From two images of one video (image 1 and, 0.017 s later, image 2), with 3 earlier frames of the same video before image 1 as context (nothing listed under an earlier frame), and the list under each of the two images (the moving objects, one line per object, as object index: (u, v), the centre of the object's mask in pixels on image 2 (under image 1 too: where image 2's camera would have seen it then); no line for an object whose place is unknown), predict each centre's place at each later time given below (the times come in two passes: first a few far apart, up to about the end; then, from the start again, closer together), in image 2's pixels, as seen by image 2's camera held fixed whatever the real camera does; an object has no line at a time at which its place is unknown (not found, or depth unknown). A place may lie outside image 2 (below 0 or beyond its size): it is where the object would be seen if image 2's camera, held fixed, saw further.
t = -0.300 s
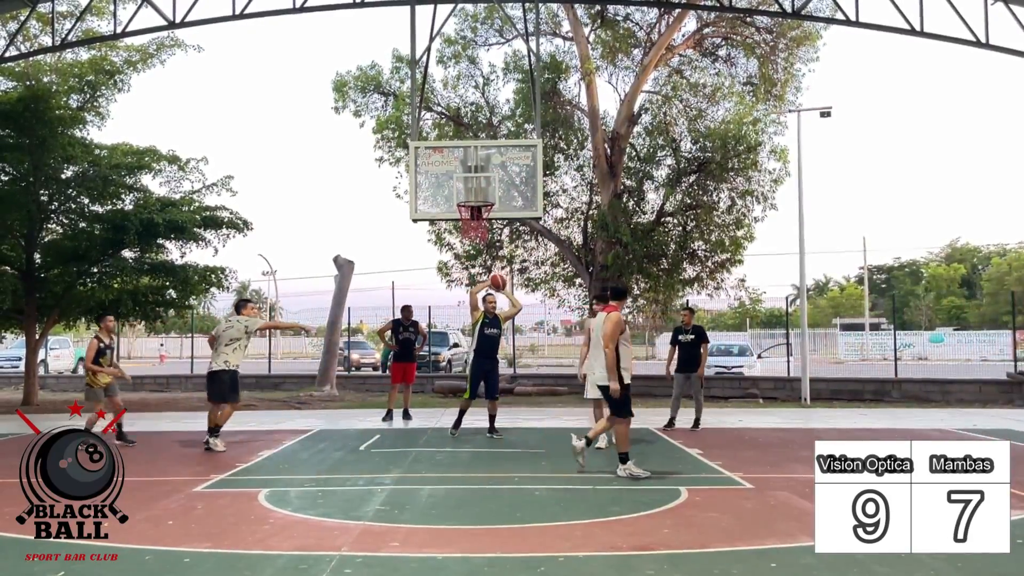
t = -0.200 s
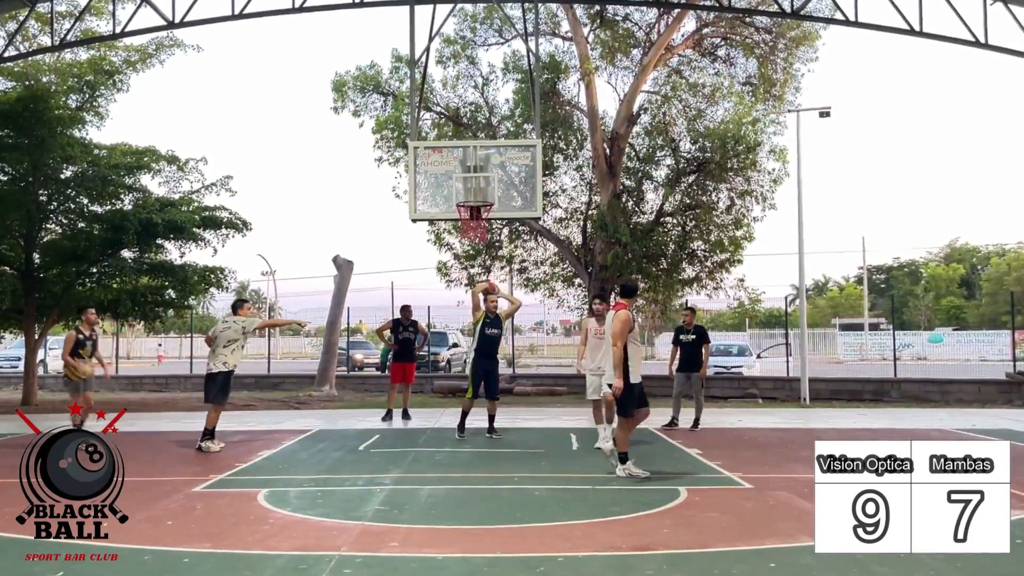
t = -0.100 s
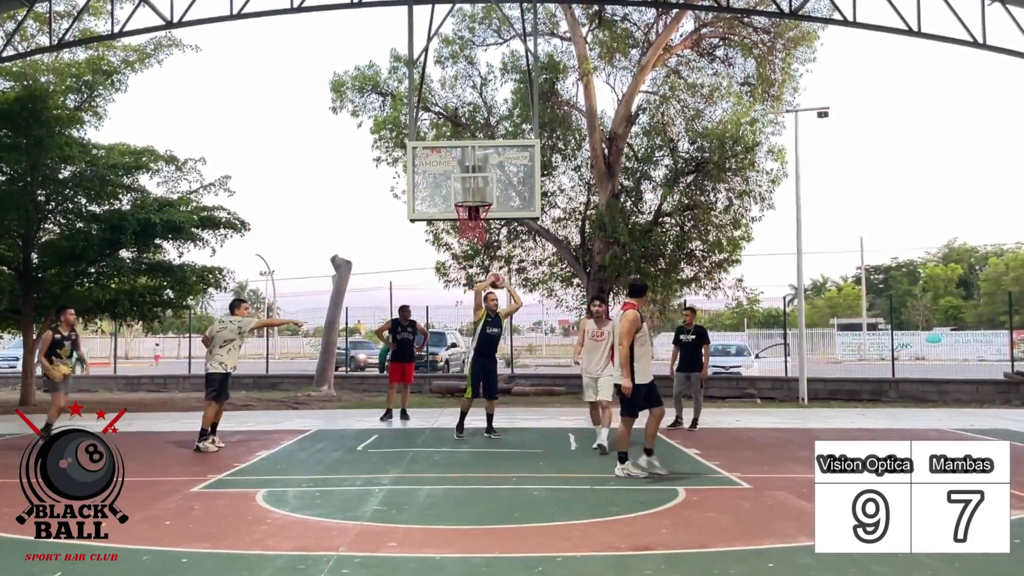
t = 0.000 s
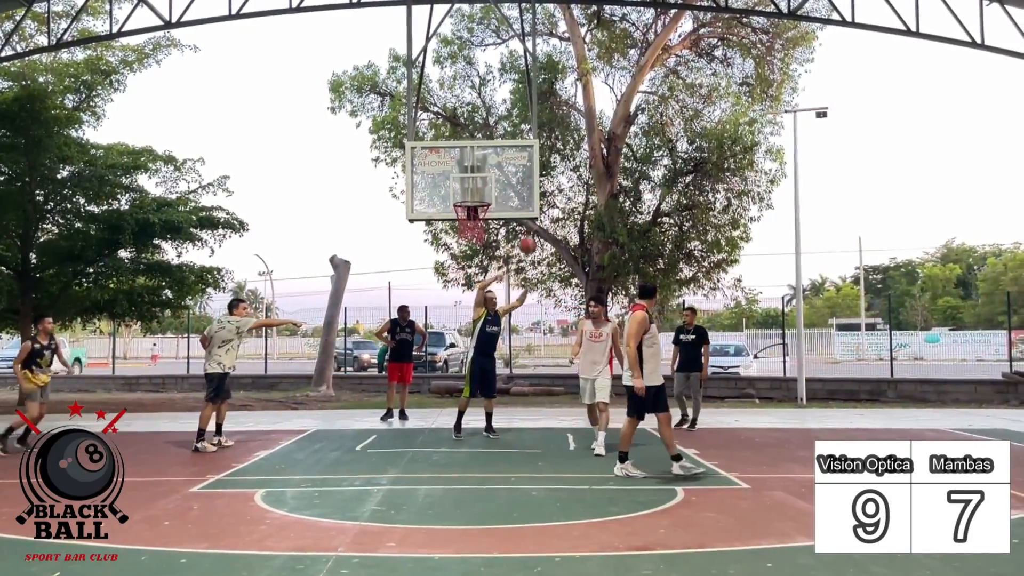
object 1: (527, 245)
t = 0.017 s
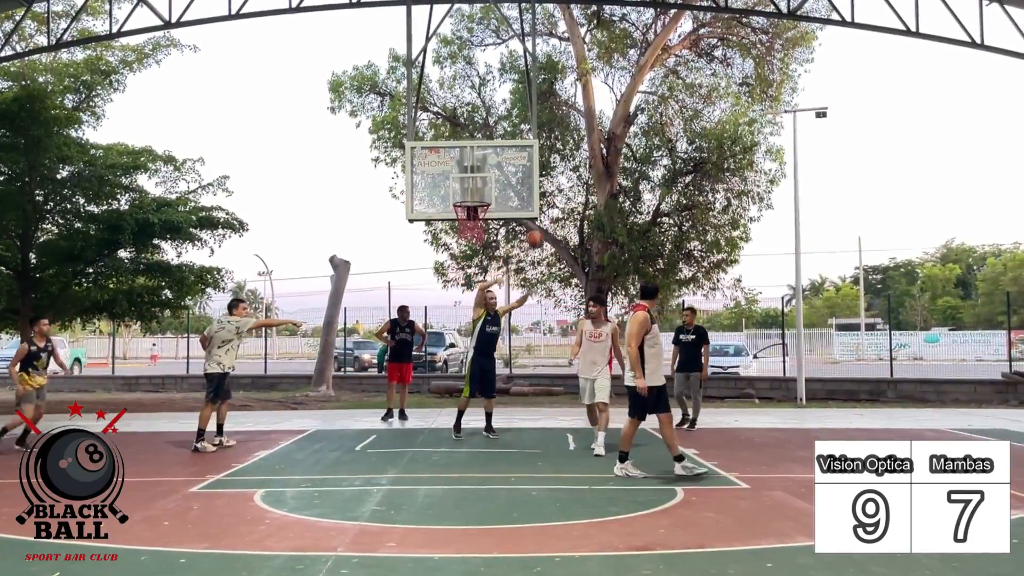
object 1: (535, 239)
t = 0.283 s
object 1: (662, 167)
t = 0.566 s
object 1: (848, 142)
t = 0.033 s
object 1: (539, 234)
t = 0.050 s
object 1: (547, 229)
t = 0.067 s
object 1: (556, 224)
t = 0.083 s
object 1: (562, 219)
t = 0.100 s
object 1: (571, 213)
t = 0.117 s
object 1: (577, 209)
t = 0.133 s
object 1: (586, 204)
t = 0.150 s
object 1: (594, 200)
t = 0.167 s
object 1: (601, 194)
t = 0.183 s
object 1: (609, 189)
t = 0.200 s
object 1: (617, 186)
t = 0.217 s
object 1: (625, 181)
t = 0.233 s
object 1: (635, 177)
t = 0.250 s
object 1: (642, 174)
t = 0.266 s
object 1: (650, 171)
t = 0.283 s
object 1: (662, 167)
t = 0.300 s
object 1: (671, 162)
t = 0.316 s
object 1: (680, 159)
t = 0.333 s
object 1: (691, 157)
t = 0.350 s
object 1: (700, 154)
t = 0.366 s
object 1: (709, 151)
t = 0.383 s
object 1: (720, 149)
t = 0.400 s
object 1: (730, 147)
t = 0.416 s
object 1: (741, 146)
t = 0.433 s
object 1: (751, 145)
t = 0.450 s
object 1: (763, 144)
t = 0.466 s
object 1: (774, 143)
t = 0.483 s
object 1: (786, 142)
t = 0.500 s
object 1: (798, 141)
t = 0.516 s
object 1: (810, 141)
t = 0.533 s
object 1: (822, 141)
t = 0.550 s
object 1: (835, 142)
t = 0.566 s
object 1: (848, 142)
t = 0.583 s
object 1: (861, 143)
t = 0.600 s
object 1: (874, 145)
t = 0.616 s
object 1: (889, 146)
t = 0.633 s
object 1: (903, 148)
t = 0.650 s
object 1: (918, 150)
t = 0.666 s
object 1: (933, 153)
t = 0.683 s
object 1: (948, 156)
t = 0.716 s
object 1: (981, 163)
